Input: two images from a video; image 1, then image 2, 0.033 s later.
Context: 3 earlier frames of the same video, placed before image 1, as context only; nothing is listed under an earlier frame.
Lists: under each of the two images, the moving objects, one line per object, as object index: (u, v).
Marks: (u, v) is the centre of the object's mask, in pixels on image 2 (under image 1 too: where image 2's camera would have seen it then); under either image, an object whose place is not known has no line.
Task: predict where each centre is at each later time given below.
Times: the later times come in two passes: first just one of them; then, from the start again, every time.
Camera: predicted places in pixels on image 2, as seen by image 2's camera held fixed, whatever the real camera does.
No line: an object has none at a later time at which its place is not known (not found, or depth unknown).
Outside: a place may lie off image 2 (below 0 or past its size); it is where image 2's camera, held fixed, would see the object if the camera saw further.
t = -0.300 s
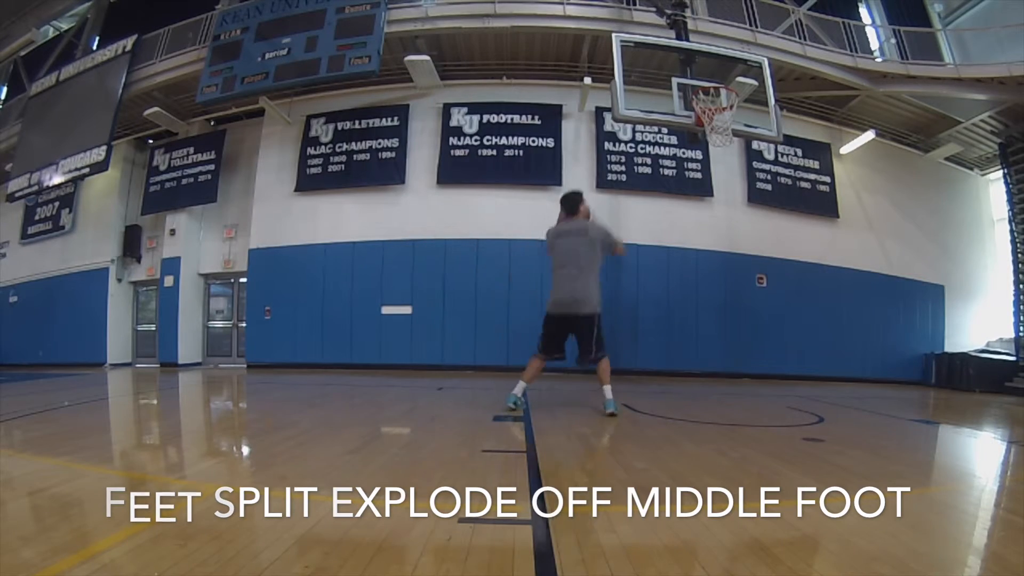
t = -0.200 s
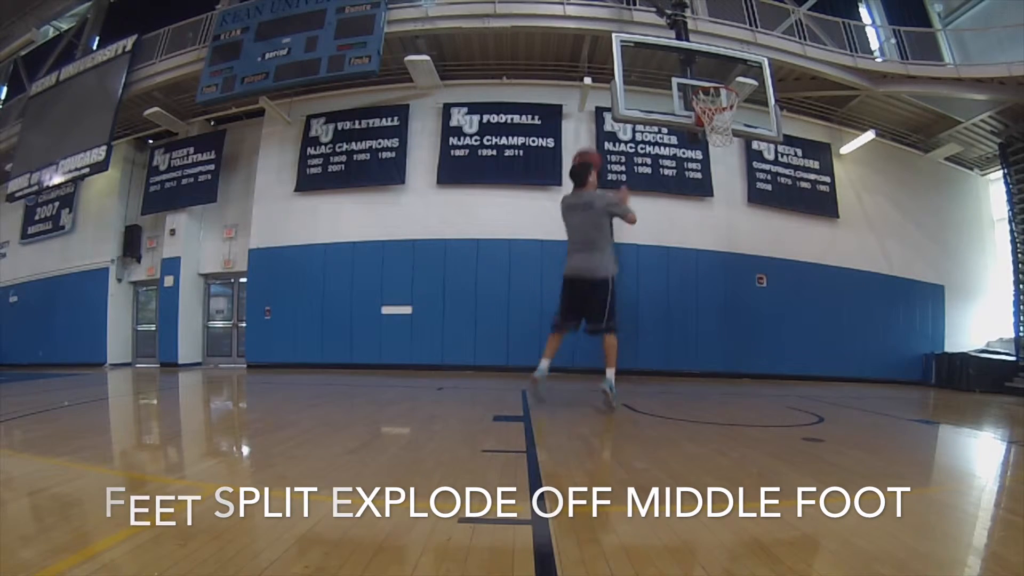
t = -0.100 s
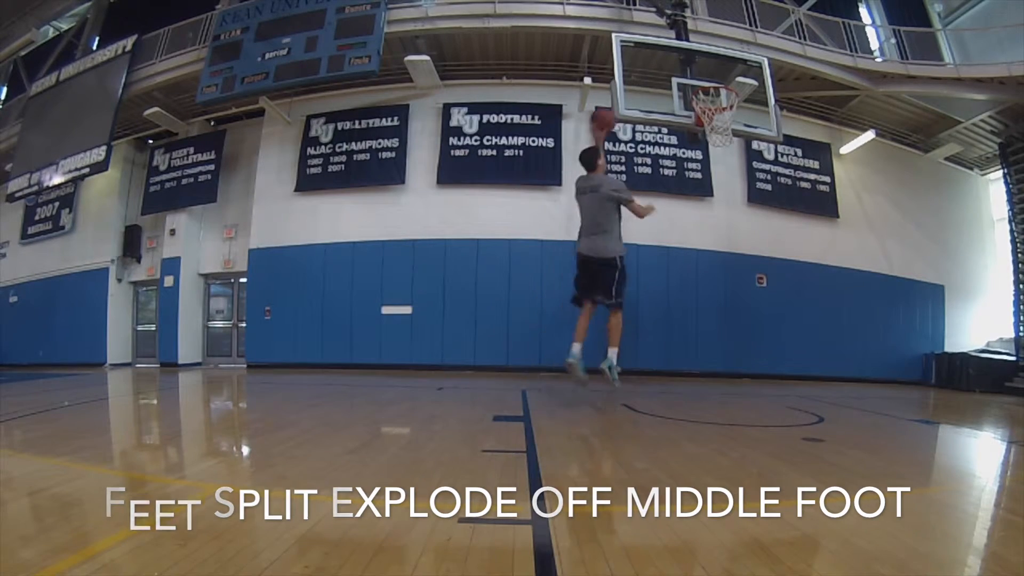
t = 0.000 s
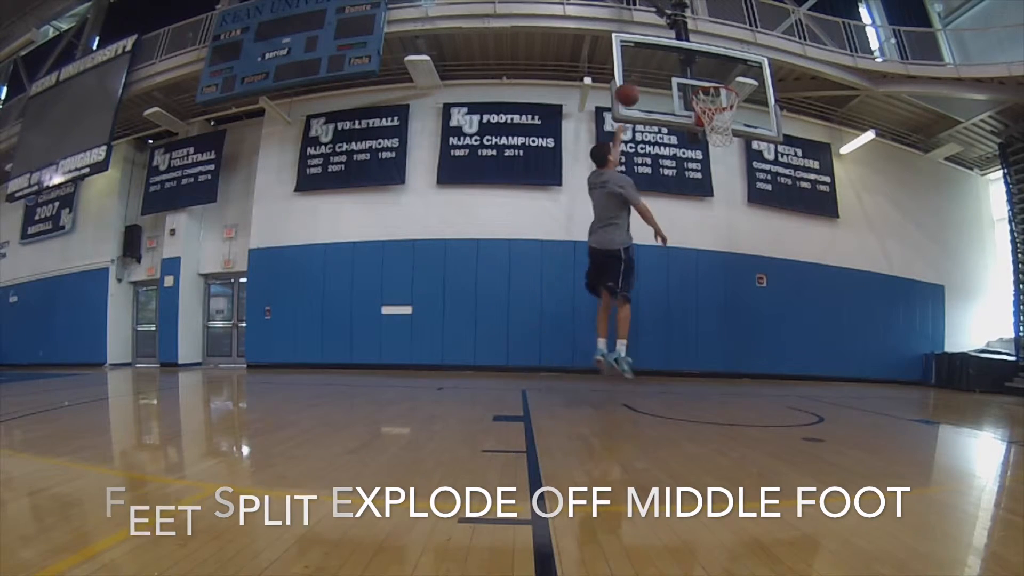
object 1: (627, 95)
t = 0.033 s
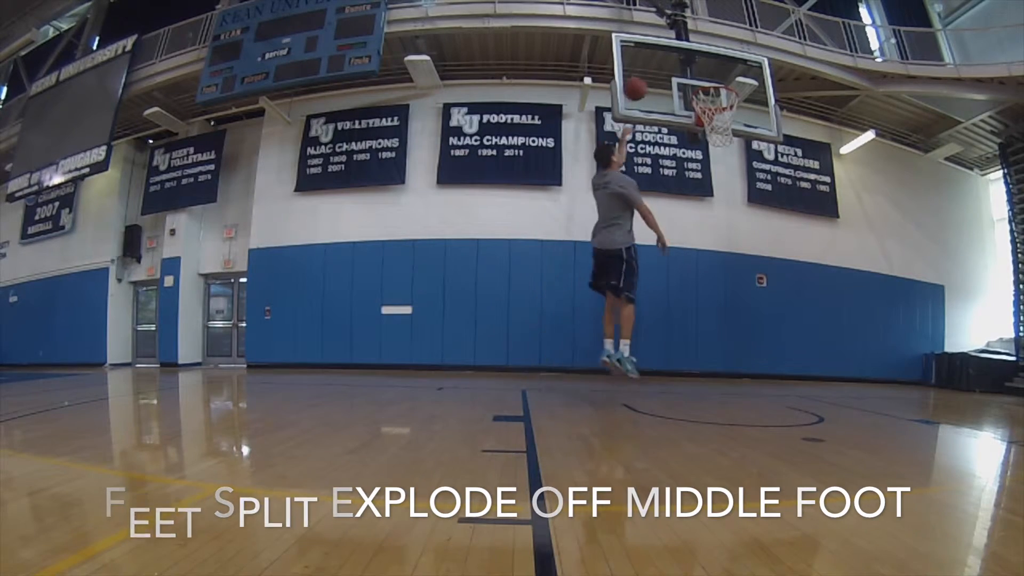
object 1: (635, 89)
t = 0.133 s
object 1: (656, 78)
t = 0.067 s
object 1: (642, 85)
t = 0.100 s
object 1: (649, 80)
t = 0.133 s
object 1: (656, 78)
